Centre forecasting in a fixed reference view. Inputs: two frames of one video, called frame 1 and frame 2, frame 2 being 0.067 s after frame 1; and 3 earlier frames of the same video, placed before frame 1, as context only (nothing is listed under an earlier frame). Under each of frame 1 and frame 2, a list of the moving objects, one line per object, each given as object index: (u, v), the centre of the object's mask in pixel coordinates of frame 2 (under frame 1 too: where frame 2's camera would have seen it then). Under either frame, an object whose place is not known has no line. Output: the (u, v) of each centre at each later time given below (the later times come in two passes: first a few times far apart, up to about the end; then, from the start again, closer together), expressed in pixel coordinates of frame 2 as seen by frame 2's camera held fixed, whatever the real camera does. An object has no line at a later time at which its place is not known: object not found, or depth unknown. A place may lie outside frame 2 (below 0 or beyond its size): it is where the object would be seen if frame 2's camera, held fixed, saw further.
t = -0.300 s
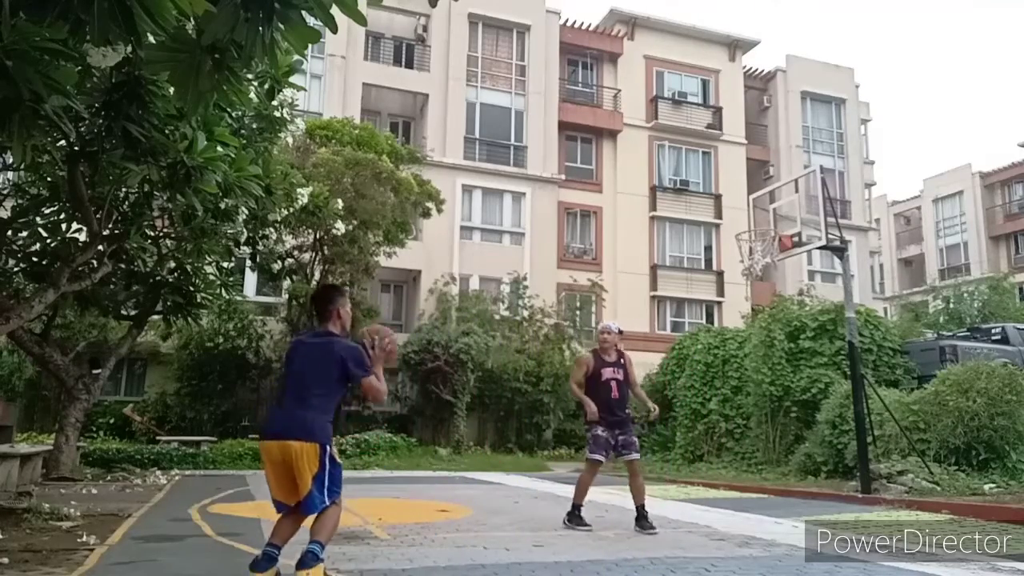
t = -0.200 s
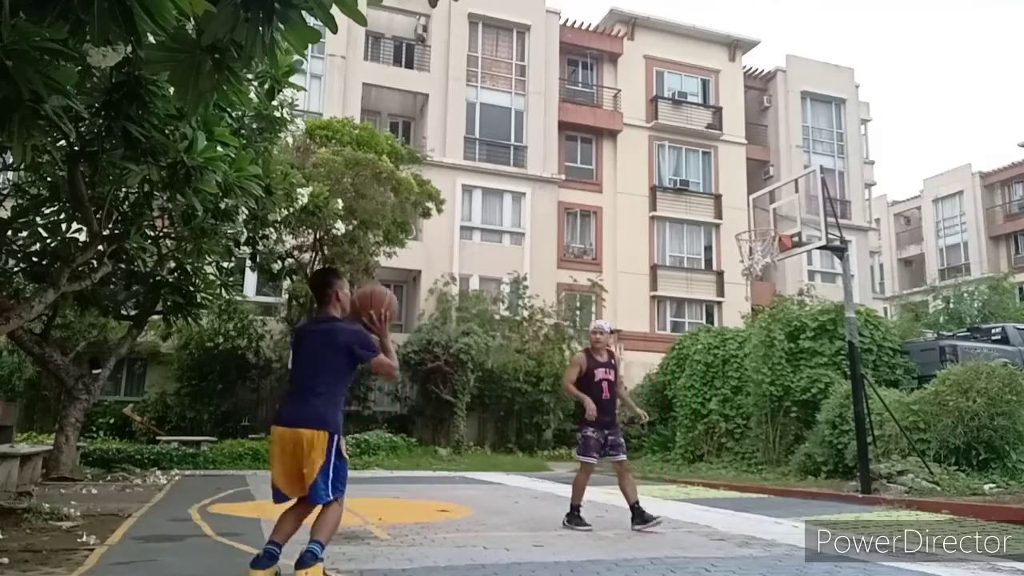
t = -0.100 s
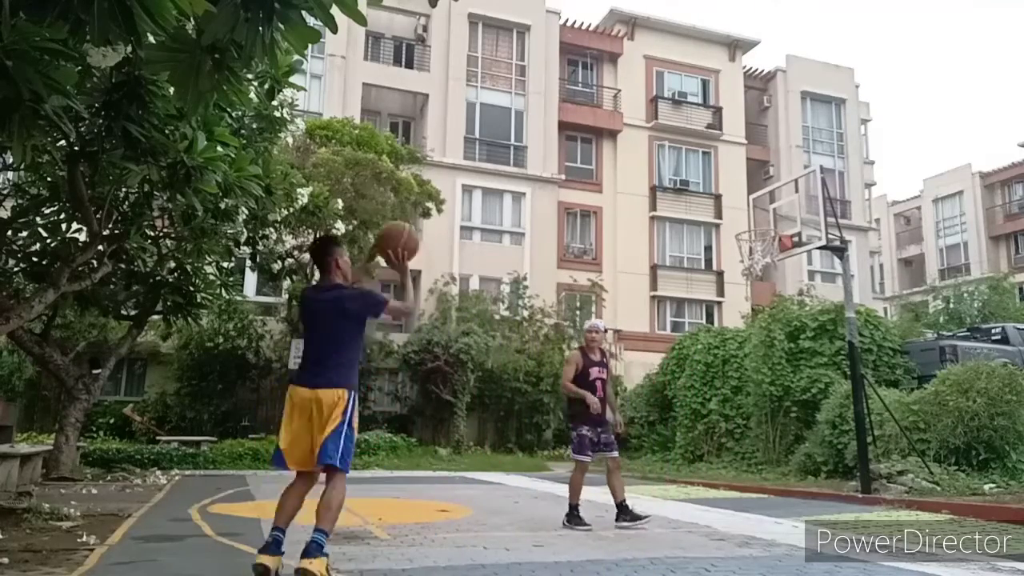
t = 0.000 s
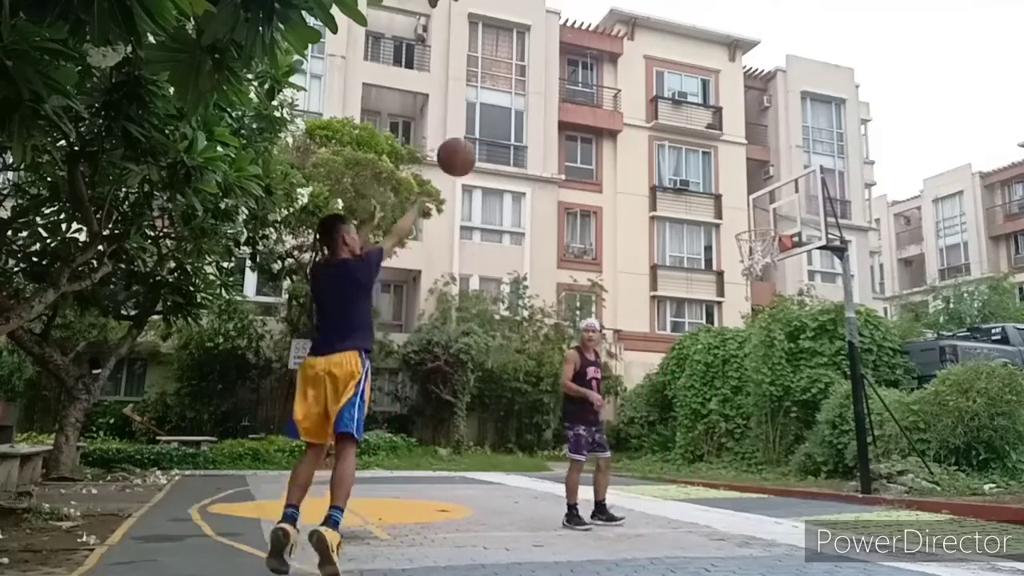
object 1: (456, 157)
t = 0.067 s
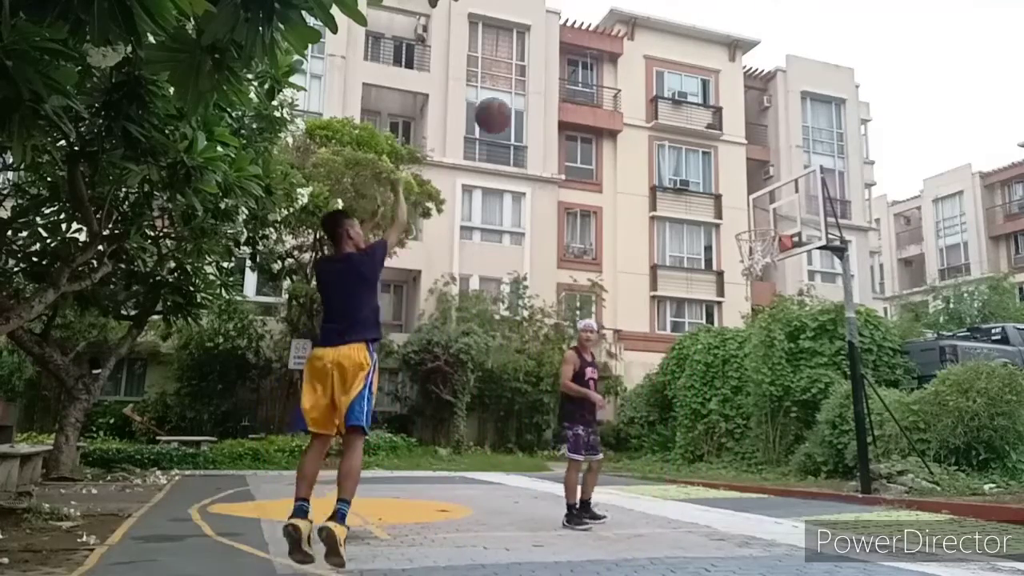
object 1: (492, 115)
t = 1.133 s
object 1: (748, 238)
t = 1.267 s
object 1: (744, 254)
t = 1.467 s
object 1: (765, 252)
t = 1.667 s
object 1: (775, 267)
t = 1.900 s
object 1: (776, 315)
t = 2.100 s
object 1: (782, 397)
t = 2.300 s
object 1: (789, 479)
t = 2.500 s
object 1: (787, 405)
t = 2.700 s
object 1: (786, 367)
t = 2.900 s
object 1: (786, 365)
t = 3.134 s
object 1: (789, 402)
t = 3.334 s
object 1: (792, 467)
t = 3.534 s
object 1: (790, 434)
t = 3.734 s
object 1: (787, 413)
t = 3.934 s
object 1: (784, 418)
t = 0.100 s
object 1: (510, 99)
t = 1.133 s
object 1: (748, 238)
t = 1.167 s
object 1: (745, 244)
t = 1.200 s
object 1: (741, 250)
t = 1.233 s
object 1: (743, 252)
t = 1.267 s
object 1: (744, 254)
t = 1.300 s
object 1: (755, 257)
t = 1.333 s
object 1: (757, 255)
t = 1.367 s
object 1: (759, 254)
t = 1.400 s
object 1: (761, 253)
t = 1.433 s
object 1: (764, 252)
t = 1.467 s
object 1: (765, 252)
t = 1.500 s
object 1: (767, 252)
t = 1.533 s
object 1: (770, 254)
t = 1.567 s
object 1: (772, 256)
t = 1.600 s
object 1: (773, 259)
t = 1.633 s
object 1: (775, 263)
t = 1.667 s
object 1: (775, 267)
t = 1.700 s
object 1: (771, 272)
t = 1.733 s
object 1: (773, 275)
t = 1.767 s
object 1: (773, 279)
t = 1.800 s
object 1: (774, 289)
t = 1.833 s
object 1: (775, 298)
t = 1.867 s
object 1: (776, 307)
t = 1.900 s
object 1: (776, 315)
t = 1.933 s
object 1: (778, 327)
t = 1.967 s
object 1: (778, 338)
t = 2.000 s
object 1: (779, 351)
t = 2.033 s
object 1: (780, 365)
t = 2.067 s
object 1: (782, 381)
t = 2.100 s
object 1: (782, 397)
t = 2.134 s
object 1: (783, 413)
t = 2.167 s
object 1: (785, 431)
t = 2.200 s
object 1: (786, 449)
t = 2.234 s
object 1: (788, 470)
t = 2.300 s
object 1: (789, 479)
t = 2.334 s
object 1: (789, 464)
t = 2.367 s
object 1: (787, 451)
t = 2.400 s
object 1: (788, 437)
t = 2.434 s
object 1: (788, 425)
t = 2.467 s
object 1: (787, 414)
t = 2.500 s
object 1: (787, 405)
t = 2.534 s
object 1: (787, 396)
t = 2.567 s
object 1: (787, 389)
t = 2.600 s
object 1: (785, 381)
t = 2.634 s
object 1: (786, 377)
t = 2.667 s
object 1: (786, 371)
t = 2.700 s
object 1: (786, 367)
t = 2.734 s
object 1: (786, 365)
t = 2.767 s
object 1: (786, 364)
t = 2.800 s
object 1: (786, 363)
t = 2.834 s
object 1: (786, 363)
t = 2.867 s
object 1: (787, 364)
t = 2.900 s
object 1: (786, 365)
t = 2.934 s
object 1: (787, 368)
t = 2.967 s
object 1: (787, 371)
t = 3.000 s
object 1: (787, 375)
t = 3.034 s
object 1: (788, 381)
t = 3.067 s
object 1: (789, 388)
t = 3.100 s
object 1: (789, 394)
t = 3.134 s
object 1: (789, 402)
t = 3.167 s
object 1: (789, 412)
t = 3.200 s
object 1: (790, 420)
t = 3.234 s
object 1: (791, 430)
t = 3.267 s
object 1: (791, 441)
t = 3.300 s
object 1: (791, 454)
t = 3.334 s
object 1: (792, 467)
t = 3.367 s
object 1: (794, 479)
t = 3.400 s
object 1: (792, 468)
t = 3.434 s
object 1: (791, 458)
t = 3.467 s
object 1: (790, 449)
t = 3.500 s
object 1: (790, 441)
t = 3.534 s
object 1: (790, 434)
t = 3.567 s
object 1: (789, 428)
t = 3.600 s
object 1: (788, 422)
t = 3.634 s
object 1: (788, 419)
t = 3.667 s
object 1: (787, 415)
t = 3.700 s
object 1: (787, 414)
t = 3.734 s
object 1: (787, 413)
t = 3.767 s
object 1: (786, 413)
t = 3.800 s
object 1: (786, 413)
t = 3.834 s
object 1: (786, 413)
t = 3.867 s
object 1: (786, 414)
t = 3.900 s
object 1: (784, 415)
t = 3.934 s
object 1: (784, 418)
